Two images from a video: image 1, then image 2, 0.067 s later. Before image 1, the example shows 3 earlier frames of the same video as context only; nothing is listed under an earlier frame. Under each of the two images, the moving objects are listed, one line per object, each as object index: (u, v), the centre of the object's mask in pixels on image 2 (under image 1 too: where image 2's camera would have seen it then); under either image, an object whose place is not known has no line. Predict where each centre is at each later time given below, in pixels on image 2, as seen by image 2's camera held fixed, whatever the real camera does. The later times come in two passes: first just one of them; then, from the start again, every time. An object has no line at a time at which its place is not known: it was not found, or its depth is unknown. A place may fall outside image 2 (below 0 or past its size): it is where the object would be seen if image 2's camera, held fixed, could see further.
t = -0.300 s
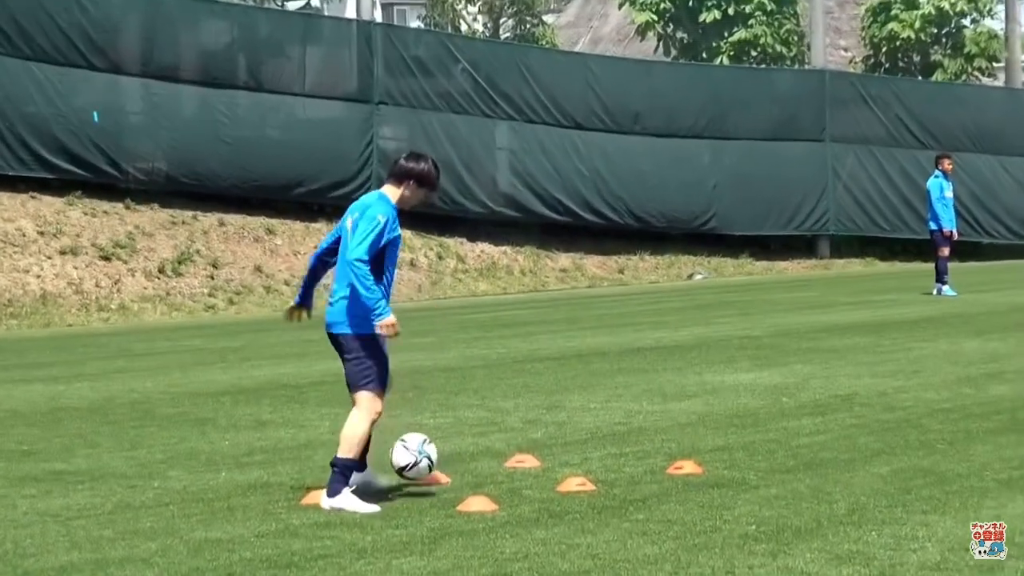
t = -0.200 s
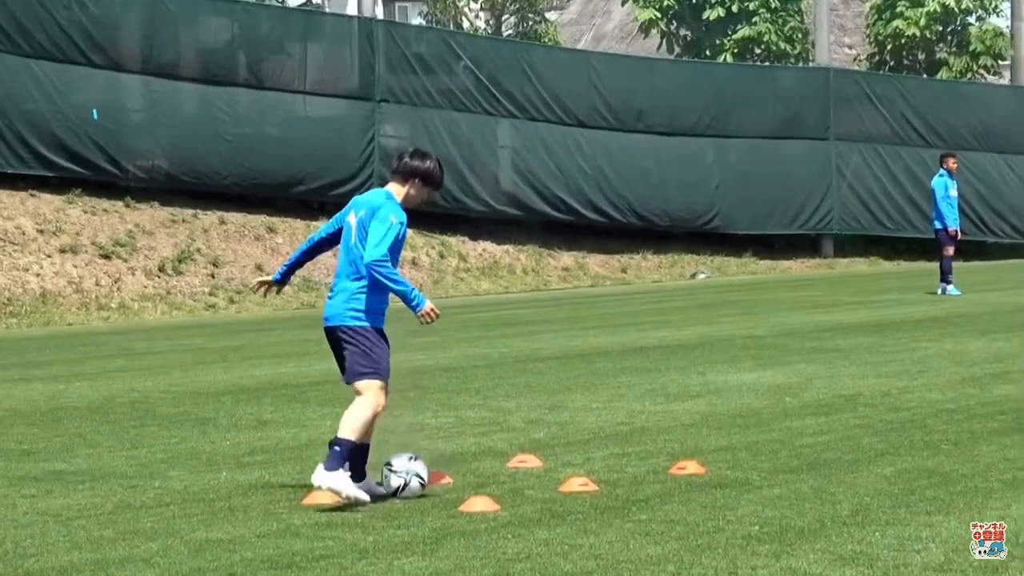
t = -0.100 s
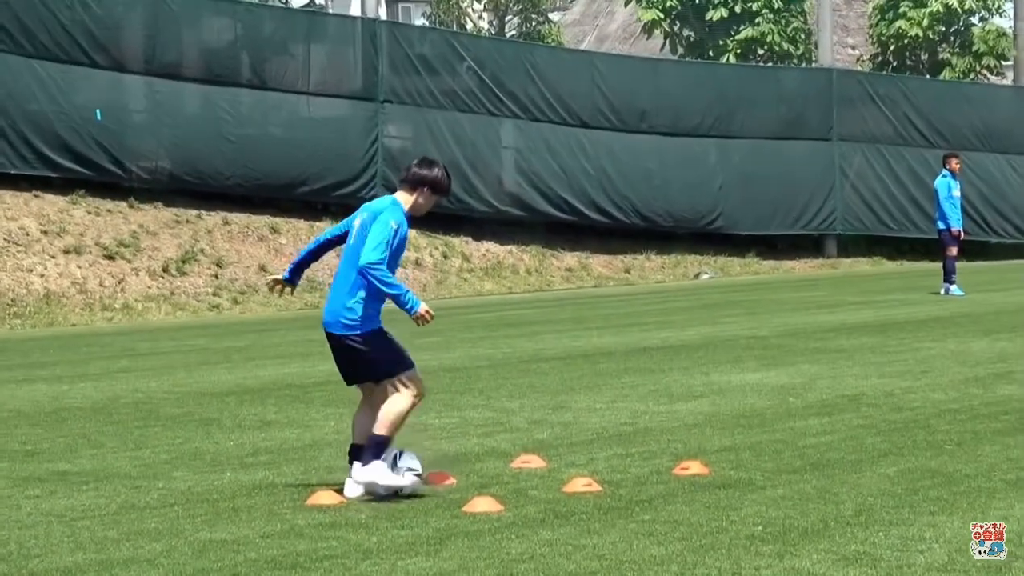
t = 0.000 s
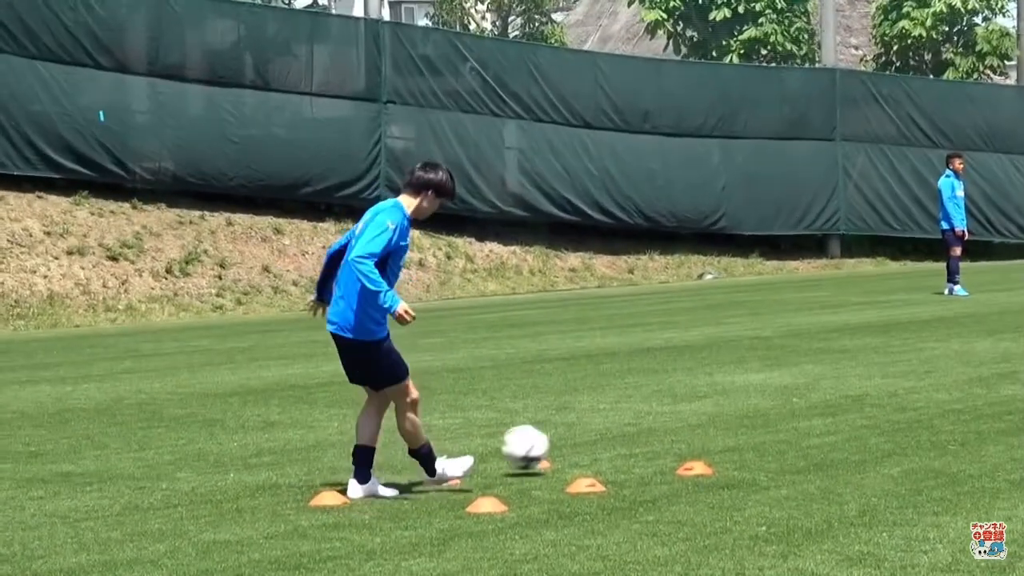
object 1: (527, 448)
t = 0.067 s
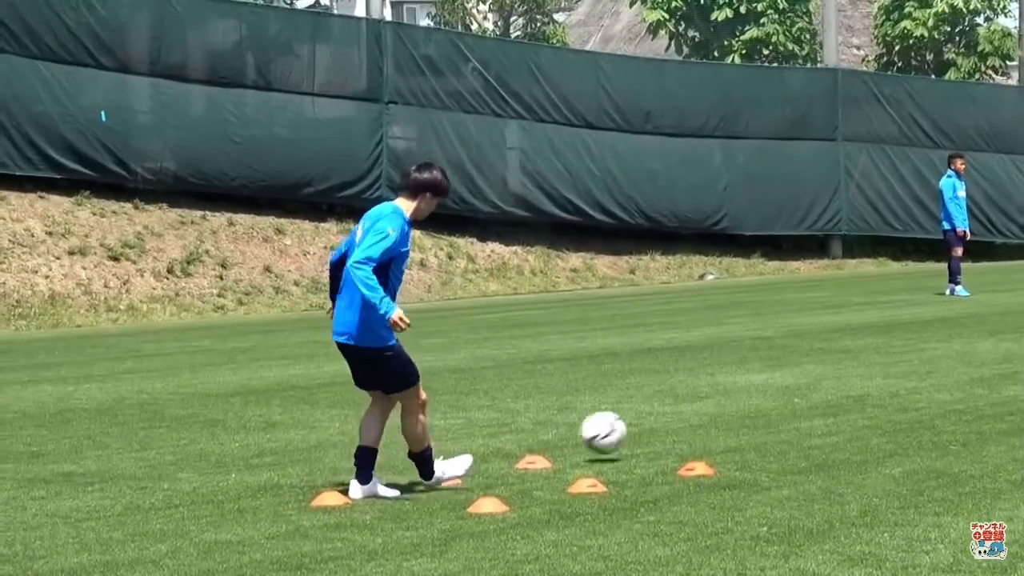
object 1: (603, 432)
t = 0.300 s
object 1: (815, 400)
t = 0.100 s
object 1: (639, 428)
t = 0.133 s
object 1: (674, 427)
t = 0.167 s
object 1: (706, 424)
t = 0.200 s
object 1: (734, 417)
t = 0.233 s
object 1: (762, 408)
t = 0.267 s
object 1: (790, 405)
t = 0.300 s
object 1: (815, 400)
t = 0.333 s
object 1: (841, 401)
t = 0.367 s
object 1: (863, 397)
